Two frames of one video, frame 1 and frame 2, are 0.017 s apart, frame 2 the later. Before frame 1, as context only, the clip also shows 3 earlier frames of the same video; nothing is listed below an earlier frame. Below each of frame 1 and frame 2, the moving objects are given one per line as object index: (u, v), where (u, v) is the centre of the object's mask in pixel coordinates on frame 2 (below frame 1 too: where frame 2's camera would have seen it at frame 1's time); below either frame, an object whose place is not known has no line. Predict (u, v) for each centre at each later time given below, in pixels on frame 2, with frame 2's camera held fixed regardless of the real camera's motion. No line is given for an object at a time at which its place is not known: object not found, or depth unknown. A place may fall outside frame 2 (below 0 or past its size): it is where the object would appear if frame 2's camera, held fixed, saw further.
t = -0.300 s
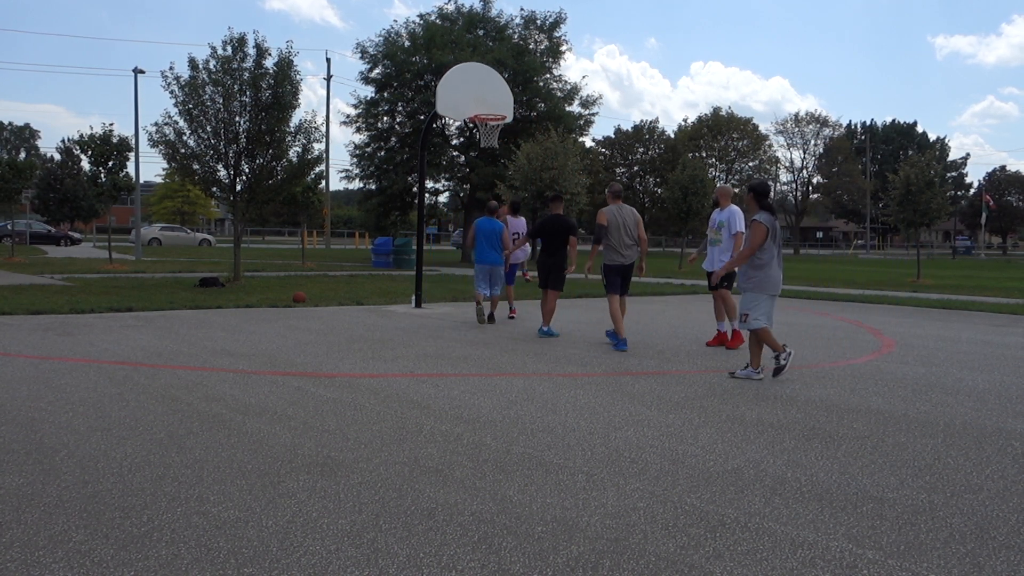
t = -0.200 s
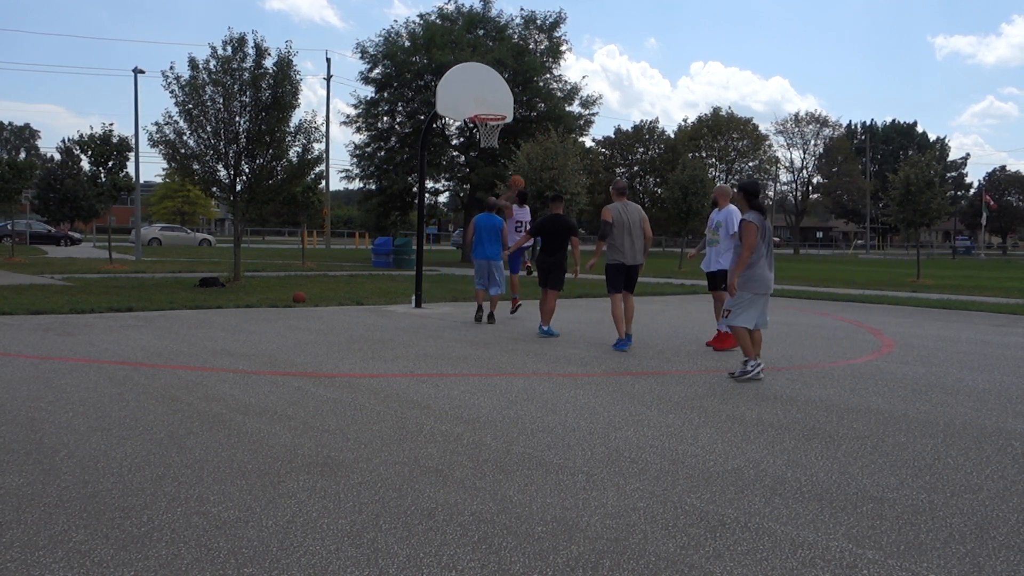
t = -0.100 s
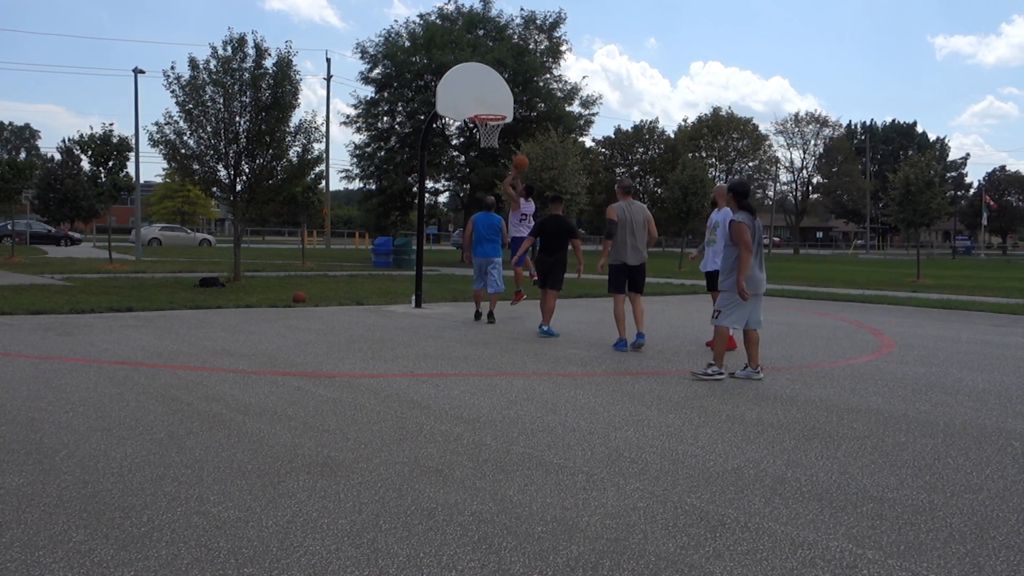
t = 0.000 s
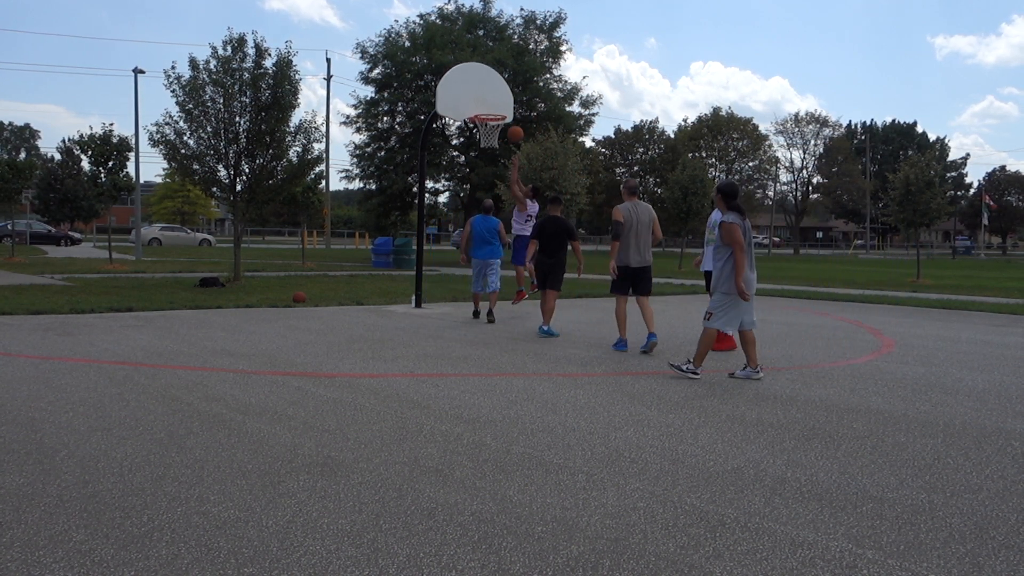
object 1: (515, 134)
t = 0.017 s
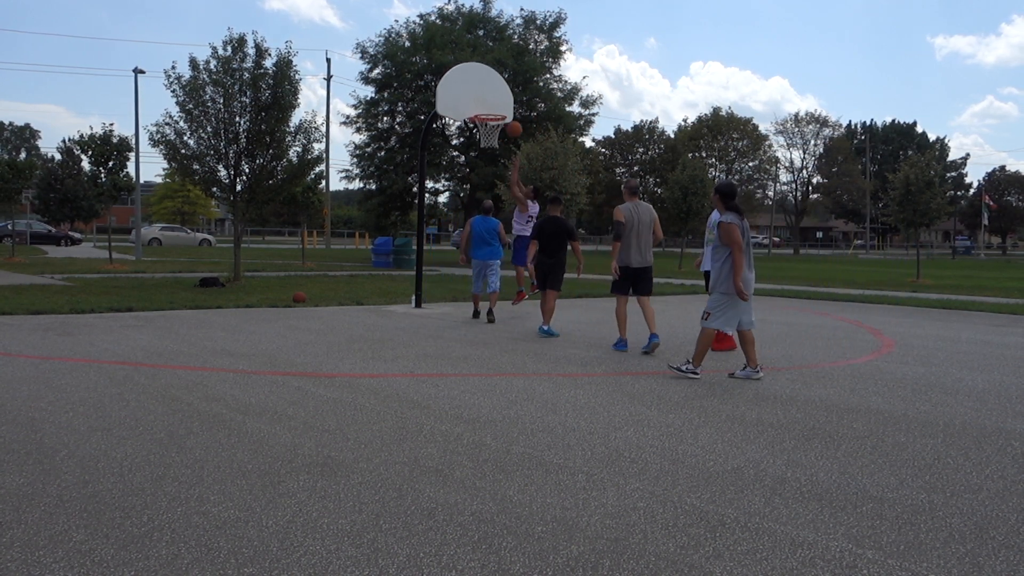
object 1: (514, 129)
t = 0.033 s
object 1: (513, 125)
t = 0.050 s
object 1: (512, 120)
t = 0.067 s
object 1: (511, 117)
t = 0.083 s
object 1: (510, 112)
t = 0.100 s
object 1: (508, 109)
